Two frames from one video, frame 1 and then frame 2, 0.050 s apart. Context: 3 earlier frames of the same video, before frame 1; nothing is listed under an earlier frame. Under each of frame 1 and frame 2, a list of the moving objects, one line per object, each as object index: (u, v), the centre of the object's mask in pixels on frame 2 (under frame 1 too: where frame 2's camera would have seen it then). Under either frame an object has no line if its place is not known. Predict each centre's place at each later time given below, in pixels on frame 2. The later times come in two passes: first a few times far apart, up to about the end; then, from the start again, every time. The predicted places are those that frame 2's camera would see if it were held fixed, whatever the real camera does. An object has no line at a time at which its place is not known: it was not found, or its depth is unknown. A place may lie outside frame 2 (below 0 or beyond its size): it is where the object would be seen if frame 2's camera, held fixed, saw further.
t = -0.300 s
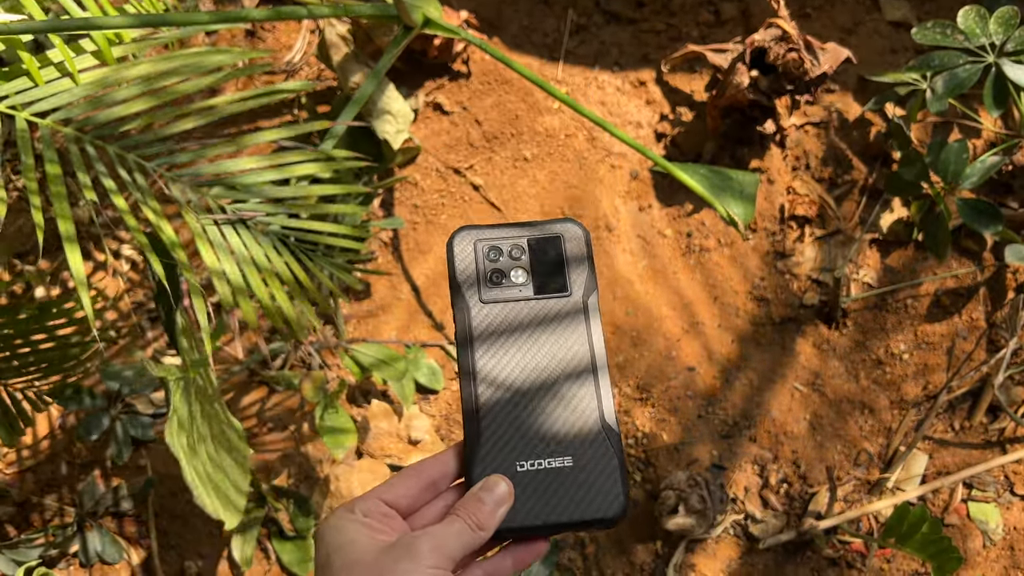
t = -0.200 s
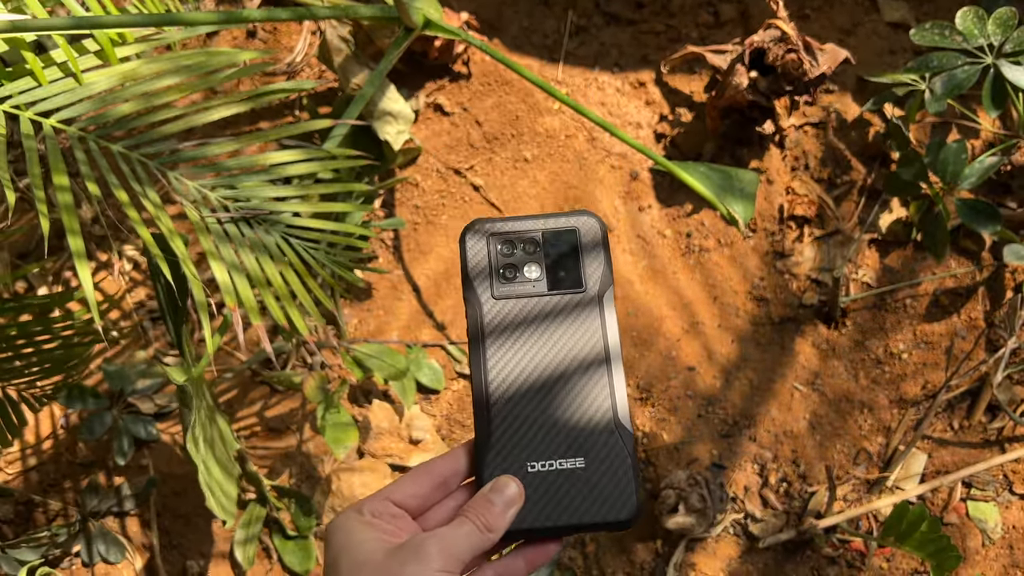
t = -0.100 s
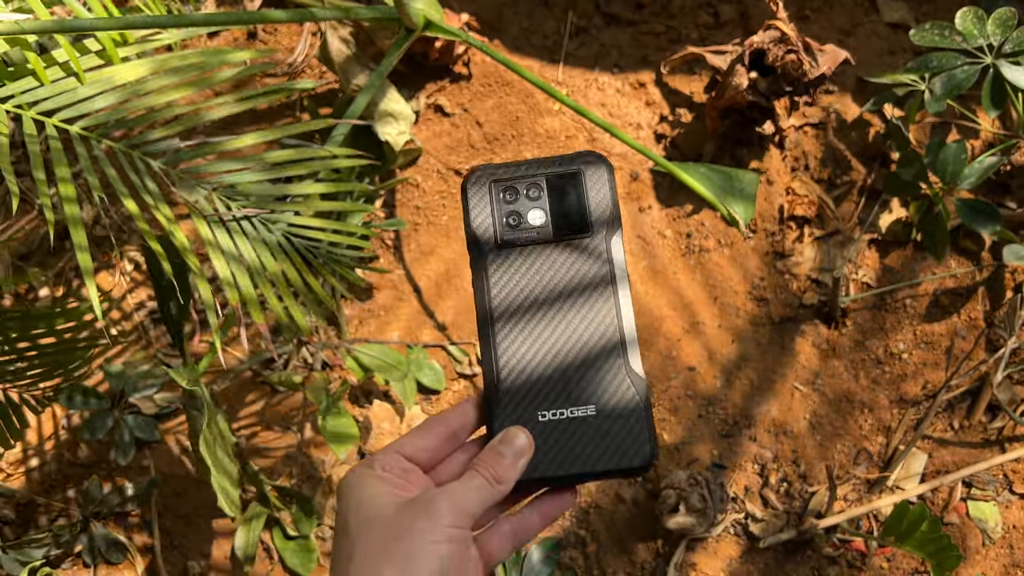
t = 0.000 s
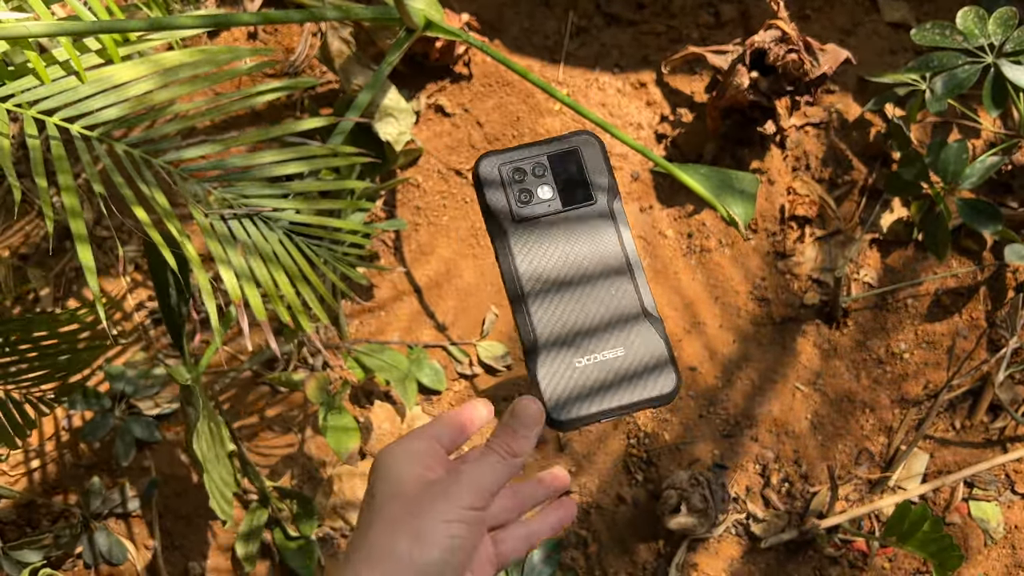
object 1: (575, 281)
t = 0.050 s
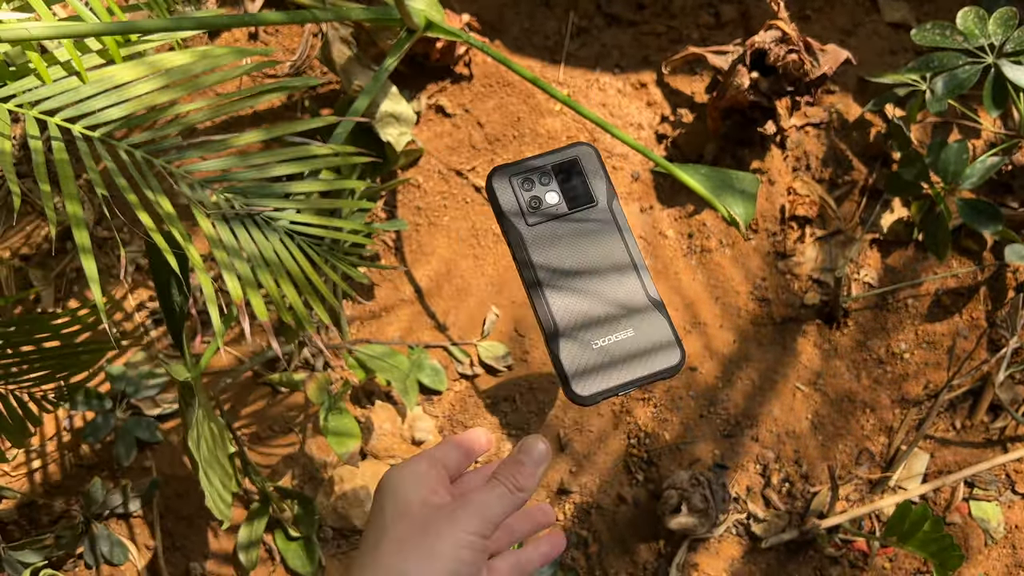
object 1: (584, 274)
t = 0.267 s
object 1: (601, 294)
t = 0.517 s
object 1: (565, 315)
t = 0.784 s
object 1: (564, 315)
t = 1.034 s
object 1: (564, 315)
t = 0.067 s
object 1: (586, 273)
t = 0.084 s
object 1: (589, 273)
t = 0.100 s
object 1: (591, 274)
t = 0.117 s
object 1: (593, 275)
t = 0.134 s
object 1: (594, 276)
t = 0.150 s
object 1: (596, 277)
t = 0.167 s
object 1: (598, 279)
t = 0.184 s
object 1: (599, 281)
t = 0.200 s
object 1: (600, 283)
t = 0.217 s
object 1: (601, 286)
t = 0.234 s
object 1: (603, 287)
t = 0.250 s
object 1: (603, 291)
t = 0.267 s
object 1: (601, 294)
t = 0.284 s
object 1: (598, 295)
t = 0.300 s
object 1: (595, 296)
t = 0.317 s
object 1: (592, 298)
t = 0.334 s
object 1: (588, 300)
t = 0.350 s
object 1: (584, 302)
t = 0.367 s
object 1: (581, 305)
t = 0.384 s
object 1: (578, 307)
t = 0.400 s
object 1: (574, 310)
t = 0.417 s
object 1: (573, 312)
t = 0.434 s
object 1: (571, 311)
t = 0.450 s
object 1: (570, 312)
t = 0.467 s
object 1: (568, 313)
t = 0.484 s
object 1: (568, 313)
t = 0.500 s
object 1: (566, 315)
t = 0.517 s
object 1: (565, 315)
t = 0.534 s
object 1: (564, 315)
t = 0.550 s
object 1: (564, 315)
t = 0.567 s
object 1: (564, 315)
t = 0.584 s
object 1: (564, 315)
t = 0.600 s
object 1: (564, 315)
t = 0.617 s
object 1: (564, 315)
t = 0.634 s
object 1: (564, 315)
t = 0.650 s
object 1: (564, 315)
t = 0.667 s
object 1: (564, 315)
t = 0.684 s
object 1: (564, 315)
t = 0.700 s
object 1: (564, 315)
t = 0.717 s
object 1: (564, 315)
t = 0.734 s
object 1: (564, 315)
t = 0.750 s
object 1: (564, 315)
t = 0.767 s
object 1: (564, 315)
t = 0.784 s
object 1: (564, 315)
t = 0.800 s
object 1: (564, 315)
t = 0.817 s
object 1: (564, 315)
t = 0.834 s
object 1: (564, 315)
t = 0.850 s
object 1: (564, 315)
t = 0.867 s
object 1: (564, 315)
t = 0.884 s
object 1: (564, 315)
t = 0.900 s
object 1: (564, 315)
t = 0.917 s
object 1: (564, 315)
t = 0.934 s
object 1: (564, 315)
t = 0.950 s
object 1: (564, 315)
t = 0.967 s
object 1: (564, 315)
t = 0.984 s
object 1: (564, 315)
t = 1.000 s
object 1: (564, 315)
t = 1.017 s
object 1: (564, 315)
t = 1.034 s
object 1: (564, 315)
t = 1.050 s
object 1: (564, 315)
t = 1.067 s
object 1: (564, 315)
